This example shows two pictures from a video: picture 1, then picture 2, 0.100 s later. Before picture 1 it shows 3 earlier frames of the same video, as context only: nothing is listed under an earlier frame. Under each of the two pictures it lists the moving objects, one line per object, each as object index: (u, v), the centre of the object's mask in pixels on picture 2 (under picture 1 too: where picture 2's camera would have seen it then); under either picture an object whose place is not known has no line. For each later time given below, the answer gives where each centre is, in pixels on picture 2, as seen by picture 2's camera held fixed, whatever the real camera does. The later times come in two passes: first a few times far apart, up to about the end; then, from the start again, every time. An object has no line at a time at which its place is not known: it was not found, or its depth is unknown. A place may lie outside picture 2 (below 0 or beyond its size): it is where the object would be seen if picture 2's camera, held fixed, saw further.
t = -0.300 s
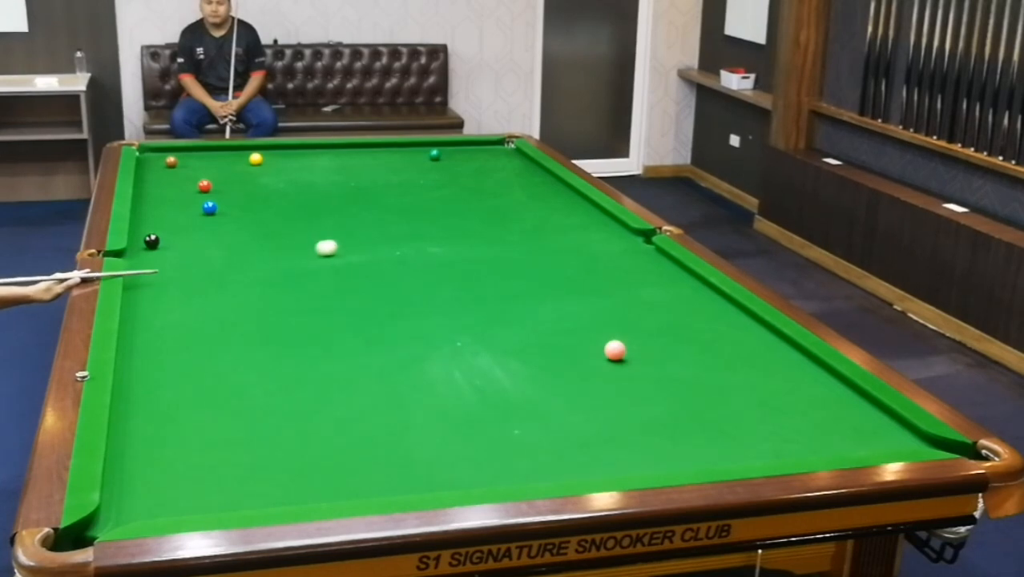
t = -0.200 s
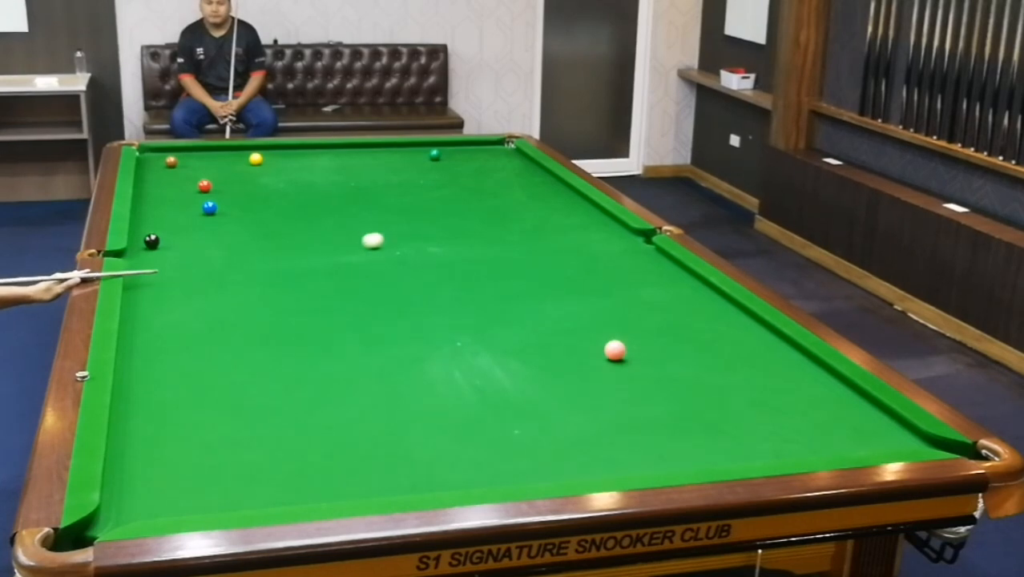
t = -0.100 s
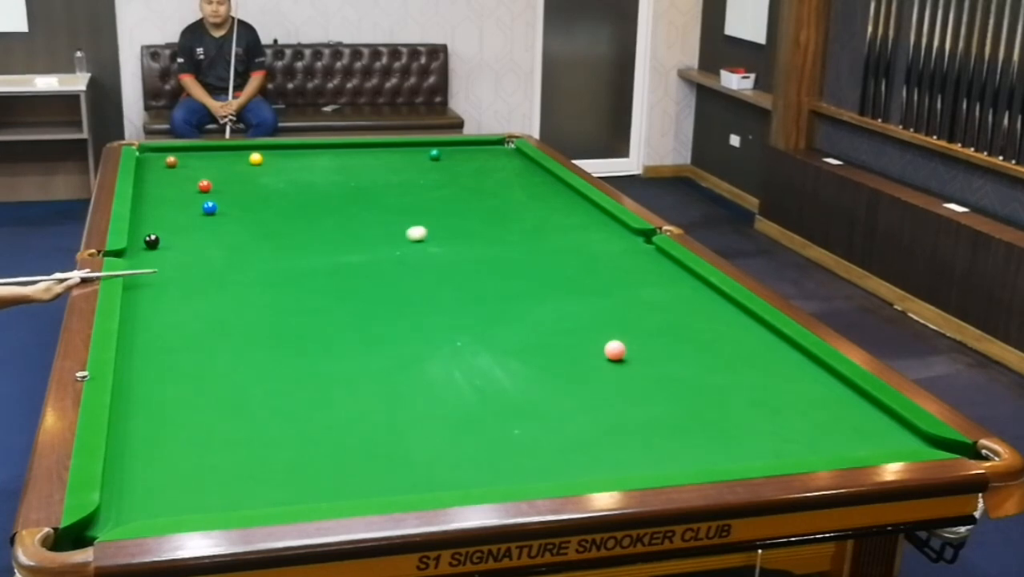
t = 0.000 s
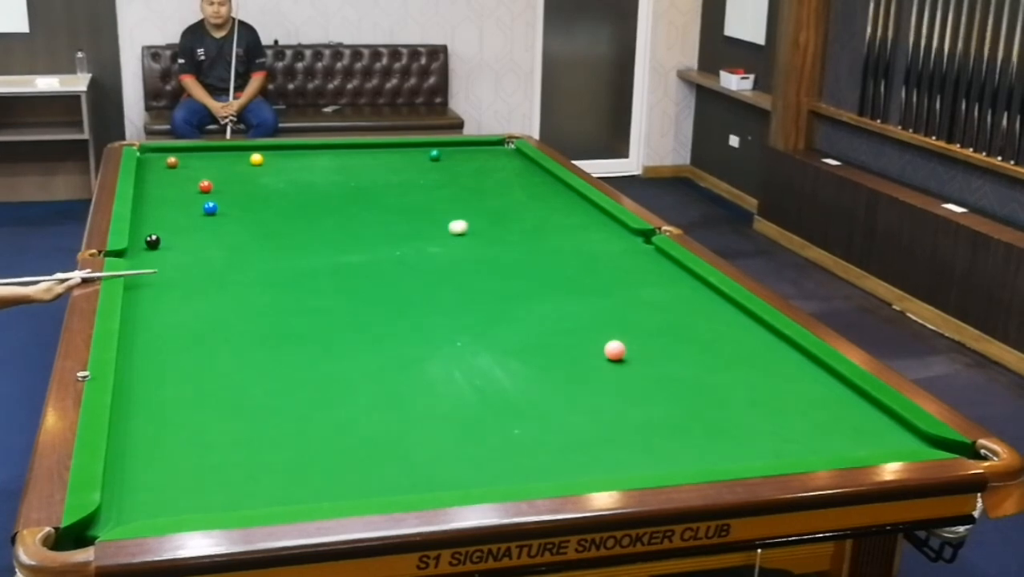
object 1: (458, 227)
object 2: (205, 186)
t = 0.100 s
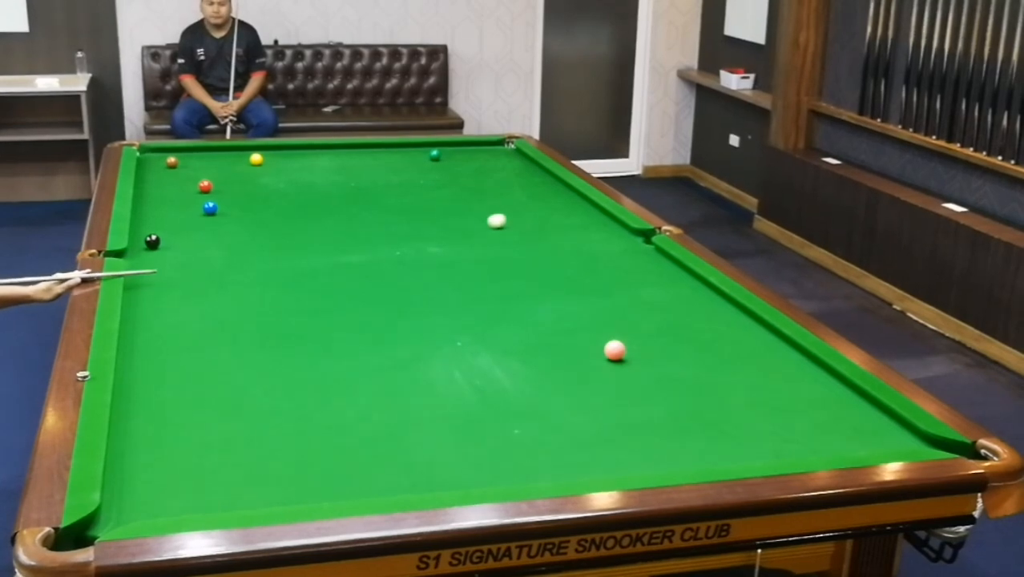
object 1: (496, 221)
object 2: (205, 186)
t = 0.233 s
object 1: (545, 213)
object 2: (205, 186)
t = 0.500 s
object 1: (551, 203)
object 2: (205, 186)
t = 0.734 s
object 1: (483, 200)
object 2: (205, 186)
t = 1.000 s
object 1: (410, 196)
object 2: (205, 186)
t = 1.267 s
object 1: (338, 191)
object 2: (205, 186)
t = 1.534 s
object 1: (269, 187)
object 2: (205, 186)
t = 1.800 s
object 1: (209, 182)
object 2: (199, 187)
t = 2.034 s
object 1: (176, 176)
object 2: (180, 190)
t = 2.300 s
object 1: (141, 169)
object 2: (159, 193)
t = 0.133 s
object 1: (509, 218)
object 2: (205, 186)
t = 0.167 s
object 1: (521, 216)
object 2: (205, 186)
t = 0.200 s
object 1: (533, 215)
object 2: (205, 186)
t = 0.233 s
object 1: (545, 213)
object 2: (205, 186)
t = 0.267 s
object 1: (557, 211)
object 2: (205, 186)
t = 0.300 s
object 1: (568, 209)
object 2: (205, 186)
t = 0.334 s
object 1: (580, 207)
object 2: (205, 186)
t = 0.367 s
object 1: (591, 205)
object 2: (205, 186)
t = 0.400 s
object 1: (584, 204)
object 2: (205, 186)
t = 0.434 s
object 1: (572, 204)
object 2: (205, 186)
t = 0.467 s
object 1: (561, 203)
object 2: (205, 186)
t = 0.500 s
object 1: (551, 203)
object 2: (205, 186)
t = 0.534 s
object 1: (541, 202)
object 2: (205, 186)
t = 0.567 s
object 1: (531, 202)
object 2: (205, 186)
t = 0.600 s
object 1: (521, 202)
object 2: (205, 186)
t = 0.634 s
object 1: (512, 201)
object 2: (205, 186)
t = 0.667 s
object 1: (502, 201)
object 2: (205, 186)
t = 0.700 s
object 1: (493, 200)
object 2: (205, 186)
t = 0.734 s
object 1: (483, 200)
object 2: (205, 186)
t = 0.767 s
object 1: (474, 199)
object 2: (205, 186)
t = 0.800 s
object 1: (465, 198)
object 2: (205, 186)
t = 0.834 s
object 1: (455, 198)
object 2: (205, 186)
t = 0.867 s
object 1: (446, 197)
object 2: (205, 186)
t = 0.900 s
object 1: (437, 197)
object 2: (205, 186)
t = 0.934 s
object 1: (428, 196)
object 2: (205, 186)
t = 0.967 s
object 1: (419, 196)
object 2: (205, 186)
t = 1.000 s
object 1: (410, 196)
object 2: (205, 186)
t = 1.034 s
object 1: (400, 195)
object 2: (205, 186)
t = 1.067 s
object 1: (391, 194)
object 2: (205, 186)
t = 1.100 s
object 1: (382, 194)
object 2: (205, 186)
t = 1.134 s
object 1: (373, 193)
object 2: (205, 186)
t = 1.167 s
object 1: (365, 193)
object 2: (205, 186)
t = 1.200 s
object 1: (356, 192)
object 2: (205, 186)
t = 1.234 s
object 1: (347, 192)
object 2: (205, 186)
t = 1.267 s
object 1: (338, 191)
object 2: (205, 186)
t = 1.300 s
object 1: (329, 191)
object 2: (205, 186)
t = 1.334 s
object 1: (320, 190)
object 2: (205, 186)
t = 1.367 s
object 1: (312, 190)
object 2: (205, 186)
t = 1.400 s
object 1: (303, 189)
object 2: (205, 186)
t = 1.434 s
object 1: (295, 188)
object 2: (205, 186)
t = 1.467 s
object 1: (286, 188)
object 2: (205, 186)
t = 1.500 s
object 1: (278, 188)
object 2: (205, 186)
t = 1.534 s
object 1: (269, 187)
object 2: (205, 186)
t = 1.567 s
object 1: (261, 187)
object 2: (205, 186)
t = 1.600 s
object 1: (252, 186)
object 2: (205, 186)
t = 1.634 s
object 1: (244, 186)
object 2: (205, 186)
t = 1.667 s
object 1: (236, 185)
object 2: (205, 186)
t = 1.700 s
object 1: (228, 185)
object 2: (205, 186)
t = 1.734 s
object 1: (220, 184)
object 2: (205, 186)
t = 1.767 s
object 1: (214, 183)
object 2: (202, 186)
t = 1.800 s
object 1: (209, 182)
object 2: (199, 187)
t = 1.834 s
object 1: (205, 181)
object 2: (196, 188)
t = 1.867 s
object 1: (200, 180)
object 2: (193, 188)
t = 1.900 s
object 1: (195, 179)
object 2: (191, 189)
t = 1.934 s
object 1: (190, 178)
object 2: (188, 189)
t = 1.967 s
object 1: (185, 178)
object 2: (186, 189)
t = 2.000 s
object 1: (180, 177)
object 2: (183, 189)
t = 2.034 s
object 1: (176, 176)
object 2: (180, 190)
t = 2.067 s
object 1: (171, 175)
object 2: (177, 190)
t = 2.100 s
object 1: (166, 174)
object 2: (175, 190)
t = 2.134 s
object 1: (162, 174)
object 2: (172, 191)
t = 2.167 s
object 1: (157, 173)
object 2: (170, 192)
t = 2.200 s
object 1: (153, 172)
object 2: (167, 192)
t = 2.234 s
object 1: (148, 171)
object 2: (164, 192)
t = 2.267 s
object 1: (144, 170)
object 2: (161, 192)
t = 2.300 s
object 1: (141, 169)
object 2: (159, 193)
